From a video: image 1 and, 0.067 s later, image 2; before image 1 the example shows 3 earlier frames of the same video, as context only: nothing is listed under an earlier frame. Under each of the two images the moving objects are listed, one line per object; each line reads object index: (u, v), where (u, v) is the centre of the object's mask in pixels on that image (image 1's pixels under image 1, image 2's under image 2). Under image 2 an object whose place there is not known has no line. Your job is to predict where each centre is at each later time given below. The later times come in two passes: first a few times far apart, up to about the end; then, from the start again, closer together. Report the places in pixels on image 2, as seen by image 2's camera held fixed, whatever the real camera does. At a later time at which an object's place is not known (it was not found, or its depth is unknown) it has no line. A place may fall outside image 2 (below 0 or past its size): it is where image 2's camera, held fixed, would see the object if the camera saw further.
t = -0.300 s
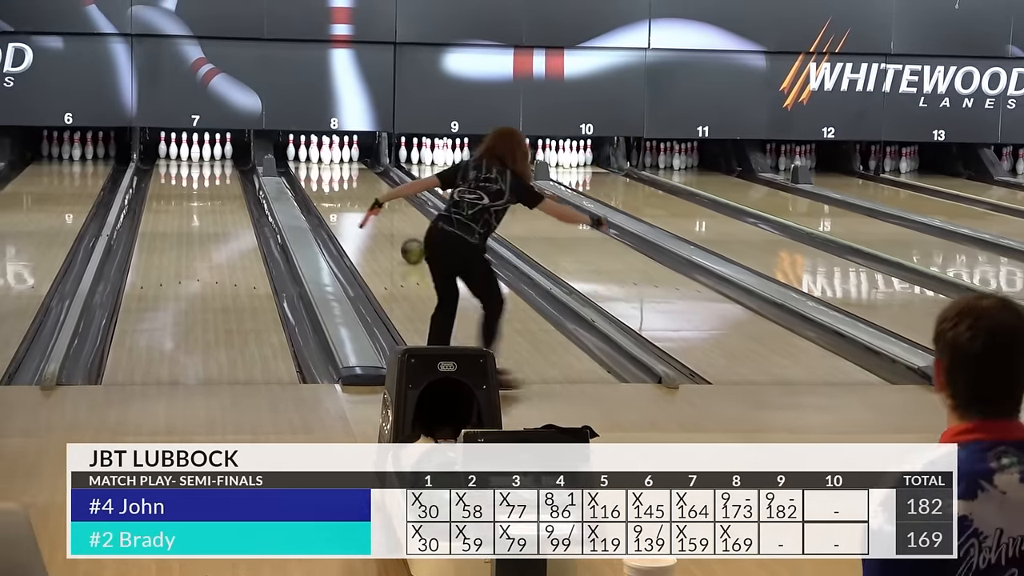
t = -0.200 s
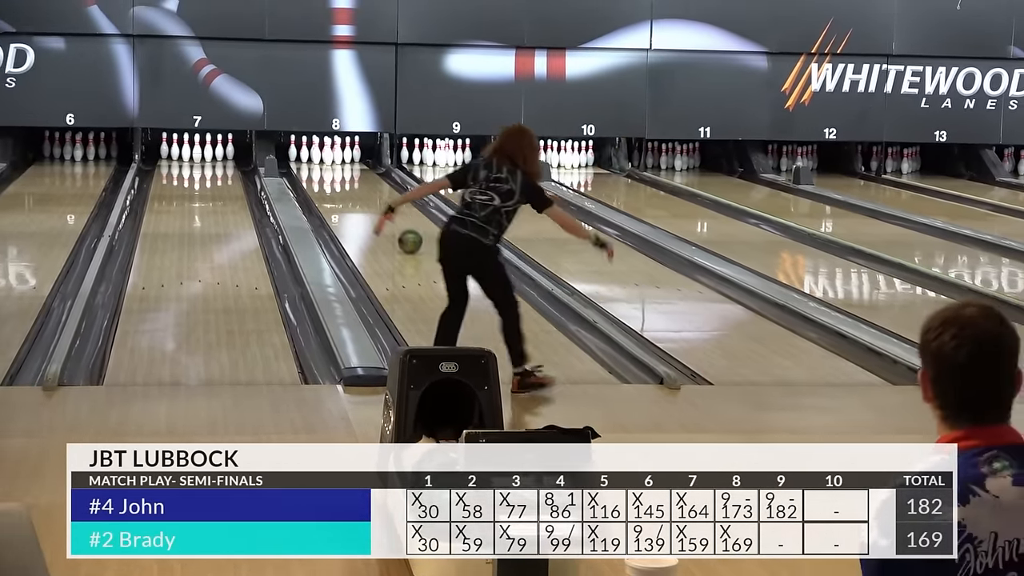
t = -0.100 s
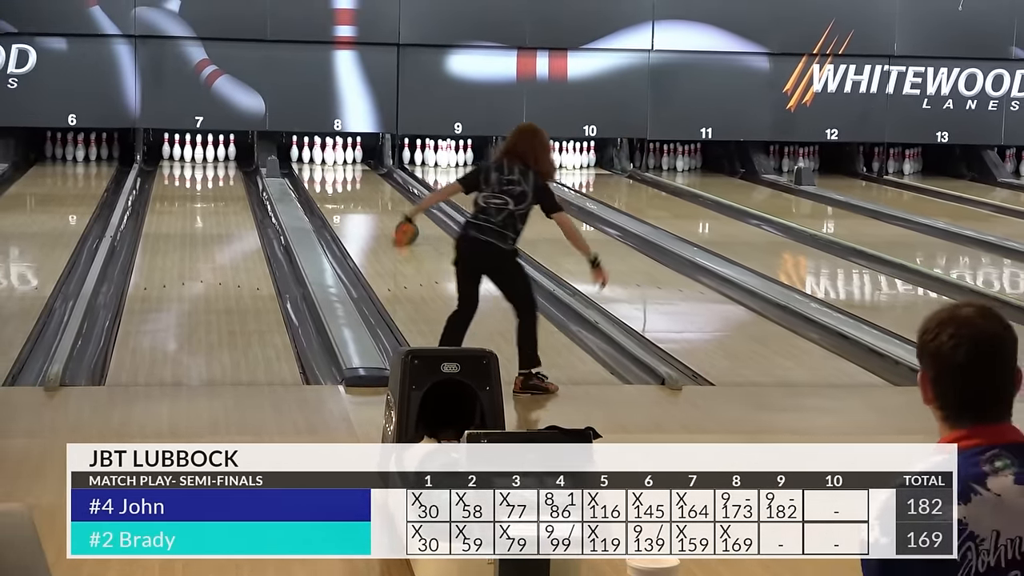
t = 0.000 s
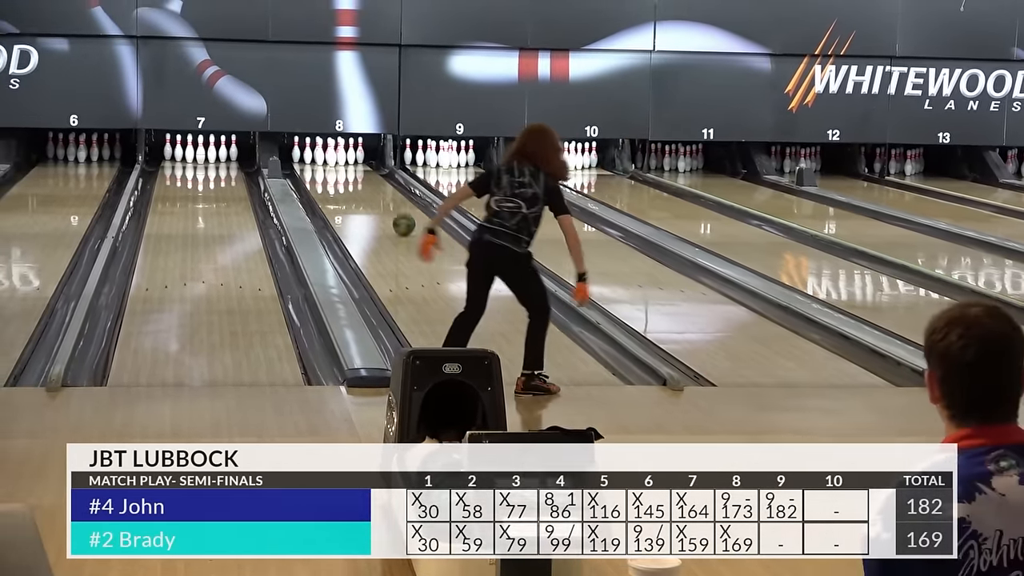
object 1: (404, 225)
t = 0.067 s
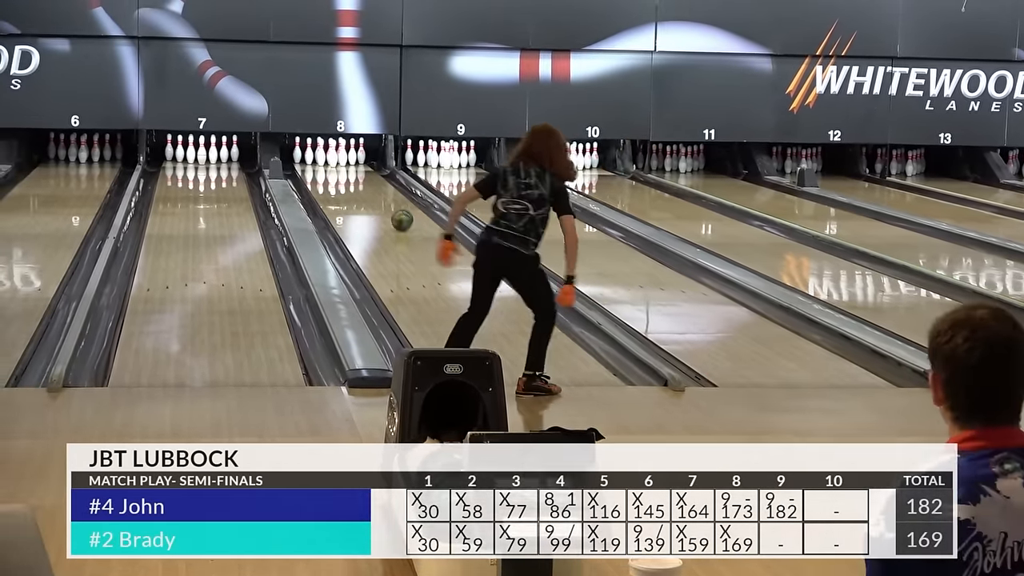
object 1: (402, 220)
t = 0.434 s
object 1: (386, 196)
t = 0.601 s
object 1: (379, 186)
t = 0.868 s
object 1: (364, 173)
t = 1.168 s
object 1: (344, 162)
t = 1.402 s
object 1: (339, 156)
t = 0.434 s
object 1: (386, 196)
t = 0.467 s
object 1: (385, 194)
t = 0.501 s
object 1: (384, 192)
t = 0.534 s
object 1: (381, 190)
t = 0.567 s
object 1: (380, 188)
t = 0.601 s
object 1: (379, 186)
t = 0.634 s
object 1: (377, 186)
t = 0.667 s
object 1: (375, 184)
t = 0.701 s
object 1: (374, 183)
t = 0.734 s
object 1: (374, 181)
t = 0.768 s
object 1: (370, 179)
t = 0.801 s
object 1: (369, 177)
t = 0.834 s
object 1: (366, 176)
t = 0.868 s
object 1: (364, 173)
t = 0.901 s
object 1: (363, 172)
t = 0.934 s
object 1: (361, 171)
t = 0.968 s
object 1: (359, 169)
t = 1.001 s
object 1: (357, 168)
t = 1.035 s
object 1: (355, 167)
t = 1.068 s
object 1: (352, 165)
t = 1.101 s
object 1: (350, 164)
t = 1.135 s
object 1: (347, 163)
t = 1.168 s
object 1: (344, 162)
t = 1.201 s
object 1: (341, 161)
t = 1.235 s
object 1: (340, 160)
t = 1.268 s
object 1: (341, 159)
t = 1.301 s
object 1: (341, 158)
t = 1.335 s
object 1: (341, 157)
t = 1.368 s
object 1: (341, 156)
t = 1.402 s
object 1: (339, 156)
